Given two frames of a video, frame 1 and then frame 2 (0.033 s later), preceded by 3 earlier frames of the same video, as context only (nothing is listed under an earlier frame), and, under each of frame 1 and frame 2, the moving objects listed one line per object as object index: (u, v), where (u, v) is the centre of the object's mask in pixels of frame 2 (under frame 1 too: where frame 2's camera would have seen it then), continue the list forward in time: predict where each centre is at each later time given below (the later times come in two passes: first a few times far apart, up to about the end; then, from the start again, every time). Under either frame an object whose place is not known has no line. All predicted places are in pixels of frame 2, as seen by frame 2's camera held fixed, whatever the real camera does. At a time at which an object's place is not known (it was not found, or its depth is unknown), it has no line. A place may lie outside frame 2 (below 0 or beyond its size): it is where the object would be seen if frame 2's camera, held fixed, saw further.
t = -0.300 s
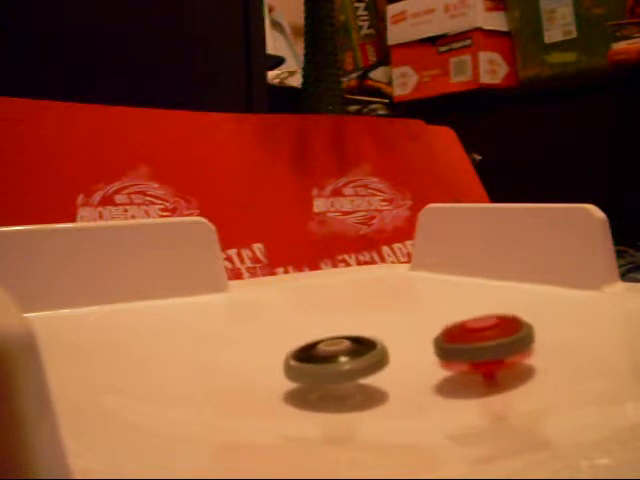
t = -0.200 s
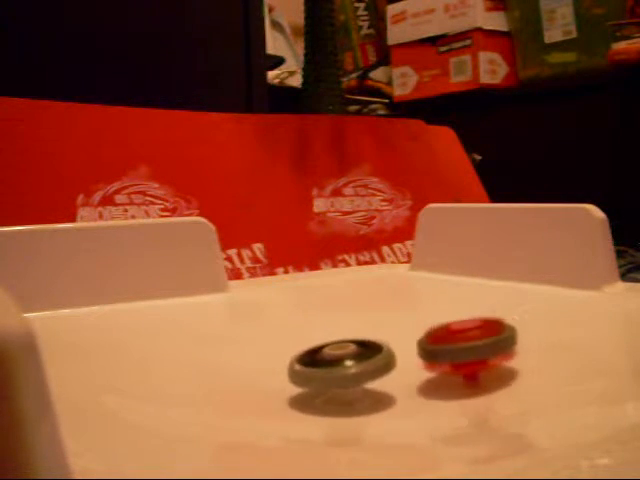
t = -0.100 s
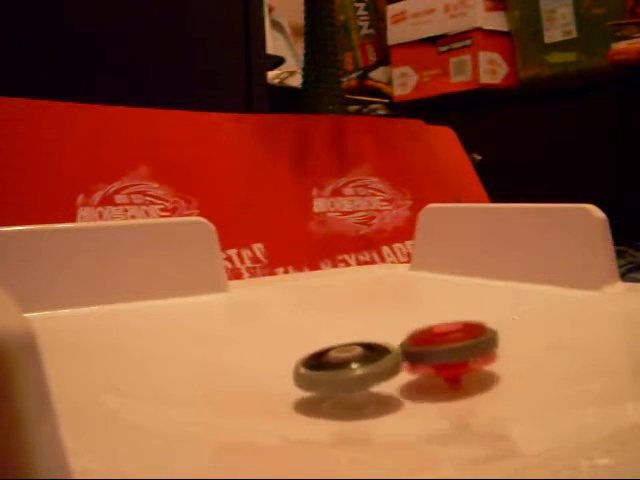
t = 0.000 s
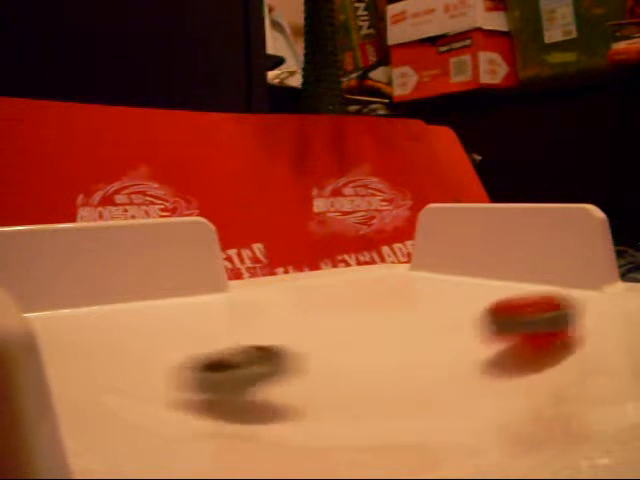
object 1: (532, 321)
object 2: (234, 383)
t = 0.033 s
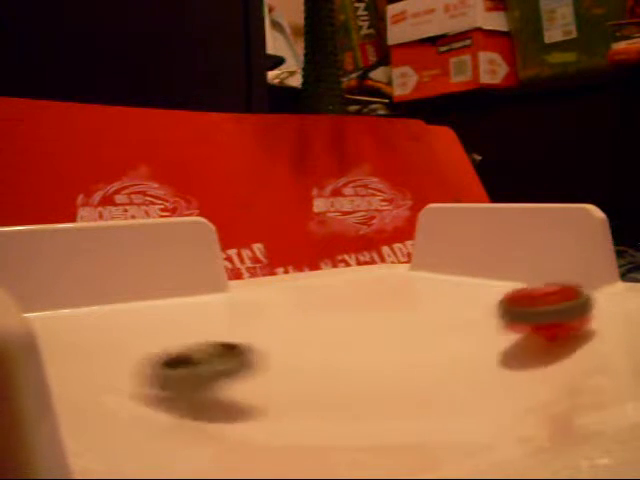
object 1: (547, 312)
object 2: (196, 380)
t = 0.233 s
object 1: (469, 321)
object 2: (155, 382)
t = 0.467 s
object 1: (357, 344)
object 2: (413, 393)
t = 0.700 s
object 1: (304, 362)
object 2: (458, 379)
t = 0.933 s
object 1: (269, 371)
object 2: (448, 375)
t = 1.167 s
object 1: (260, 378)
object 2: (424, 374)
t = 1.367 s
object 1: (273, 381)
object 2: (401, 375)
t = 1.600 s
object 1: (285, 382)
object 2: (389, 371)
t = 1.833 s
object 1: (311, 381)
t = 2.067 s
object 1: (324, 384)
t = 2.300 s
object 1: (359, 377)
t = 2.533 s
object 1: (395, 373)
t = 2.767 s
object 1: (454, 373)
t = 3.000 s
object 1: (485, 365)
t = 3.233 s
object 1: (478, 361)
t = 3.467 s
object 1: (443, 363)
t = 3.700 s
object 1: (463, 360)
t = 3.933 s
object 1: (432, 359)
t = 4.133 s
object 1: (400, 356)
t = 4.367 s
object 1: (374, 346)
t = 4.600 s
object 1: (341, 341)
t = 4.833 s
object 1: (324, 343)
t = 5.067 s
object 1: (319, 345)
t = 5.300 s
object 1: (314, 343)
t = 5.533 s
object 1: (319, 349)
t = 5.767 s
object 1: (324, 358)
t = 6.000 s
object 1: (294, 349)
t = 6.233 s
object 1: (282, 358)
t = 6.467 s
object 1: (283, 366)
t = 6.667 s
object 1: (294, 375)
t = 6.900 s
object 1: (314, 380)
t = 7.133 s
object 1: (341, 383)
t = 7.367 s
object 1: (364, 382)
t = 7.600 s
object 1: (384, 377)
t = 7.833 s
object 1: (415, 383)
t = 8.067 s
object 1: (429, 379)
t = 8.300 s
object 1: (425, 374)
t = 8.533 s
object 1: (419, 367)
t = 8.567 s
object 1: (418, 366)
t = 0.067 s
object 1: (551, 305)
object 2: (167, 376)
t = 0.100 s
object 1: (545, 303)
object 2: (145, 373)
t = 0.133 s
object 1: (533, 306)
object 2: (132, 372)
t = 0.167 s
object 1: (513, 311)
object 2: (129, 373)
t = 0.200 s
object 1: (491, 316)
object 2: (136, 376)
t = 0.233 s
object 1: (469, 321)
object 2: (155, 382)
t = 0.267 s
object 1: (447, 325)
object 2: (186, 389)
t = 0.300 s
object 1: (427, 329)
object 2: (225, 396)
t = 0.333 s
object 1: (408, 335)
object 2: (270, 399)
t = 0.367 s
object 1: (392, 340)
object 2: (314, 394)
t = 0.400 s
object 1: (378, 339)
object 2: (355, 390)
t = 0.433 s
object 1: (365, 341)
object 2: (385, 386)
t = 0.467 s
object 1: (357, 344)
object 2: (413, 393)
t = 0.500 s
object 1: (349, 351)
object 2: (433, 389)
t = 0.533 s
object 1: (342, 351)
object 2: (446, 385)
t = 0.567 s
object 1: (334, 354)
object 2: (452, 383)
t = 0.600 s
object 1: (327, 356)
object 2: (456, 381)
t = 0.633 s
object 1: (319, 359)
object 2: (457, 380)
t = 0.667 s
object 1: (311, 360)
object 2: (458, 379)
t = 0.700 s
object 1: (304, 362)
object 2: (458, 379)
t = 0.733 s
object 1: (297, 364)
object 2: (458, 378)
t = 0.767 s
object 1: (291, 364)
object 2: (457, 377)
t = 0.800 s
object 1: (285, 367)
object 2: (456, 377)
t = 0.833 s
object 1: (280, 368)
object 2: (455, 376)
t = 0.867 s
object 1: (276, 369)
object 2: (453, 376)
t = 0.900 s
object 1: (272, 370)
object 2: (451, 375)
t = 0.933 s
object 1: (269, 371)
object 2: (448, 375)
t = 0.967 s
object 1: (266, 372)
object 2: (445, 374)
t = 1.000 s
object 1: (263, 373)
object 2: (442, 374)
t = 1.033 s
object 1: (261, 375)
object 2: (439, 374)
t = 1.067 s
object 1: (260, 376)
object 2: (435, 374)
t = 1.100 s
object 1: (260, 376)
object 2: (432, 374)
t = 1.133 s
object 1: (259, 377)
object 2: (428, 374)
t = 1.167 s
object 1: (260, 378)
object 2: (424, 374)
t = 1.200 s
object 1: (260, 378)
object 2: (420, 374)
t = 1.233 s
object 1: (261, 379)
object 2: (416, 374)
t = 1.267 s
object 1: (263, 380)
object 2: (412, 374)
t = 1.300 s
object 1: (266, 380)
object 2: (408, 374)
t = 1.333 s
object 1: (269, 381)
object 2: (405, 374)
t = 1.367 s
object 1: (273, 381)
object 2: (401, 375)
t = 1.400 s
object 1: (276, 381)
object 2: (397, 375)
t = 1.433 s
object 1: (281, 381)
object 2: (393, 375)
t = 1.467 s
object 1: (285, 381)
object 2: (390, 375)
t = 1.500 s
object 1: (290, 381)
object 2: (388, 375)
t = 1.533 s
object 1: (295, 381)
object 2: (388, 374)
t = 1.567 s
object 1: (291, 382)
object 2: (387, 373)
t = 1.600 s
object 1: (285, 382)
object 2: (389, 371)
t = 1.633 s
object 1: (285, 382)
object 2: (389, 370)
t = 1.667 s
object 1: (288, 382)
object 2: (387, 369)
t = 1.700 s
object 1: (292, 382)
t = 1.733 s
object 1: (297, 382)
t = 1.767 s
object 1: (301, 381)
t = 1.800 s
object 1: (306, 382)
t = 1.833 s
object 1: (311, 381)
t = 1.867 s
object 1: (311, 382)
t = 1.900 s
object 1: (305, 383)
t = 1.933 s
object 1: (305, 384)
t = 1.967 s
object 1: (309, 384)
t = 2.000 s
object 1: (313, 384)
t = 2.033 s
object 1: (319, 384)
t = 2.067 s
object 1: (324, 384)
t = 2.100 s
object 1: (329, 383)
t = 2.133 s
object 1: (334, 383)
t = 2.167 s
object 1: (340, 383)
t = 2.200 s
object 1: (345, 381)
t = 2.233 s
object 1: (350, 379)
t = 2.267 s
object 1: (354, 378)
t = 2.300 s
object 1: (359, 377)
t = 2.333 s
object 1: (366, 377)
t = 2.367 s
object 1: (371, 377)
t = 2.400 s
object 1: (375, 377)
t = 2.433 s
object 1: (381, 375)
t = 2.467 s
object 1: (386, 375)
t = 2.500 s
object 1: (390, 374)
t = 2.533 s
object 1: (395, 373)
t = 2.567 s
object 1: (398, 373)
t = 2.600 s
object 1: (402, 372)
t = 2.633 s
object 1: (404, 371)
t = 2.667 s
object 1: (408, 371)
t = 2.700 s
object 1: (427, 372)
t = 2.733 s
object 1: (443, 373)
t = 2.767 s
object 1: (454, 373)
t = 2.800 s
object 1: (462, 372)
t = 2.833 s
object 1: (468, 371)
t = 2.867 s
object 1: (473, 368)
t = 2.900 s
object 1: (477, 367)
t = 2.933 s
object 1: (480, 367)
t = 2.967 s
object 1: (483, 366)
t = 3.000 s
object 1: (485, 365)
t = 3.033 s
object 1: (486, 364)
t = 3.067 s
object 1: (487, 363)
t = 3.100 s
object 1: (486, 362)
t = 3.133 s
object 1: (486, 362)
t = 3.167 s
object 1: (484, 362)
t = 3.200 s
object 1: (481, 362)
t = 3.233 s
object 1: (478, 361)
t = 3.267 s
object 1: (473, 361)
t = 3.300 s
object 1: (469, 362)
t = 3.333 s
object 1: (465, 362)
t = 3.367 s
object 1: (460, 362)
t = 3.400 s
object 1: (455, 363)
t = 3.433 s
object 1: (449, 362)
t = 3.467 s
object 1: (443, 363)
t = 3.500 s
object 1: (437, 363)
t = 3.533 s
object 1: (431, 363)
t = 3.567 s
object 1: (432, 363)
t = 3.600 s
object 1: (450, 363)
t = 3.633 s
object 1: (461, 361)
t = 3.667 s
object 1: (465, 361)
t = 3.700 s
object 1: (463, 360)
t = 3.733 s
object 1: (460, 360)
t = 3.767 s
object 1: (456, 360)
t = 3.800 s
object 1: (452, 360)
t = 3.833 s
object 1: (447, 359)
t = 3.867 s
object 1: (442, 359)
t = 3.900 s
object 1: (437, 359)
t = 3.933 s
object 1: (432, 359)
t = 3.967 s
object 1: (426, 358)
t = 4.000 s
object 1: (421, 359)
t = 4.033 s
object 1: (416, 359)
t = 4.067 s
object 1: (410, 358)
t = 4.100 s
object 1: (405, 358)
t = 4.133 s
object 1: (400, 356)
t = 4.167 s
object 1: (396, 356)
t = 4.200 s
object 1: (393, 356)
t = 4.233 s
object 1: (389, 353)
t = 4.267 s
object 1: (386, 354)
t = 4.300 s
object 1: (382, 352)
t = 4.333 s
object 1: (379, 351)
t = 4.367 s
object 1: (374, 346)
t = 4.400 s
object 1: (369, 346)
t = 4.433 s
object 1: (364, 344)
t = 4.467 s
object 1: (358, 343)
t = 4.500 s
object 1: (354, 342)
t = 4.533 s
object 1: (349, 341)
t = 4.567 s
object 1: (345, 341)
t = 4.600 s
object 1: (341, 341)
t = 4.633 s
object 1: (338, 341)
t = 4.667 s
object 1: (335, 341)
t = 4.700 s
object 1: (332, 342)
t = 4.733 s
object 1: (330, 342)
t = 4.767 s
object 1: (327, 342)
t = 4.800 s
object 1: (326, 343)
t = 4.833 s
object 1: (324, 343)
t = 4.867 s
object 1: (323, 344)
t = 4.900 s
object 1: (322, 345)
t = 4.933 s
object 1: (321, 345)
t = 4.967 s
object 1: (321, 346)
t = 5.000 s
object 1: (320, 346)
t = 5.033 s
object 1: (320, 346)
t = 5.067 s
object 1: (319, 345)
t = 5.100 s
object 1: (319, 342)
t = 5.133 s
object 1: (319, 342)
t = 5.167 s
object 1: (318, 342)
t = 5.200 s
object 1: (317, 342)
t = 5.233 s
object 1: (316, 342)
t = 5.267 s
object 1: (315, 343)
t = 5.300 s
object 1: (314, 343)
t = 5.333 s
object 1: (315, 345)
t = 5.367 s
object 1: (315, 345)
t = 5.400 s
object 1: (316, 346)
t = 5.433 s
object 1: (316, 347)
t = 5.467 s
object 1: (317, 348)
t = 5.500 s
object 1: (318, 349)
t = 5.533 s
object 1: (319, 349)
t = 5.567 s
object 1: (320, 350)
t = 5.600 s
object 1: (321, 352)
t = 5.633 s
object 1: (322, 353)
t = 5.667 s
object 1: (323, 354)
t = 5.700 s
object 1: (324, 356)
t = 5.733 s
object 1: (325, 357)
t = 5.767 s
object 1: (324, 358)
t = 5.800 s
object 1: (323, 358)
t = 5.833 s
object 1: (314, 354)
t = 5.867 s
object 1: (306, 350)
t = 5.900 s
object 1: (302, 348)
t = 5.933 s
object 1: (299, 348)
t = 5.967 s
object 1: (297, 348)
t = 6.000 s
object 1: (294, 349)
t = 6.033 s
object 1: (292, 350)
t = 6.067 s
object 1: (290, 351)
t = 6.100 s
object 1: (287, 353)
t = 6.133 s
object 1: (286, 354)
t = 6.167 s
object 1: (284, 355)
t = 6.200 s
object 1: (283, 356)
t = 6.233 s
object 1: (282, 358)
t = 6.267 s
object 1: (282, 359)
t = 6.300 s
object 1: (281, 361)
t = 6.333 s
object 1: (281, 362)
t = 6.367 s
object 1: (281, 363)
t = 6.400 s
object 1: (281, 365)
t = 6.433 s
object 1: (282, 366)
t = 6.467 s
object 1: (283, 366)
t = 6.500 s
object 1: (284, 369)
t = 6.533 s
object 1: (286, 369)
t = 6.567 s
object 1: (288, 370)
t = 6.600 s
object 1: (290, 372)
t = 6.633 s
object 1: (292, 372)
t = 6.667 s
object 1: (294, 375)
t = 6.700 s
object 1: (297, 375)
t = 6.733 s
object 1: (299, 377)
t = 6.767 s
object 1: (302, 378)
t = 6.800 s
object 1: (305, 379)
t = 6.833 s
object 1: (307, 379)
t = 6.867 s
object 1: (310, 380)
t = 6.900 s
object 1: (314, 380)
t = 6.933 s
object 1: (318, 381)
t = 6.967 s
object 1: (322, 382)
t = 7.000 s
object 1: (325, 382)
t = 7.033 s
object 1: (329, 383)
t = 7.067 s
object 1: (334, 383)
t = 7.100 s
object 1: (337, 383)
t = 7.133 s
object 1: (341, 383)
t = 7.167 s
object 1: (344, 383)
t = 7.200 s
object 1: (346, 382)
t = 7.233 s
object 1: (351, 382)
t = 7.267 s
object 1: (354, 382)
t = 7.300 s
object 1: (358, 382)
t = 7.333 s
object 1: (361, 382)
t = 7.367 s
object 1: (364, 382)
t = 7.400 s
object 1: (367, 381)
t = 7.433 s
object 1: (369, 381)
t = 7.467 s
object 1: (374, 380)
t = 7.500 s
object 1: (376, 379)
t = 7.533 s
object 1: (380, 378)
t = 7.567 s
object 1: (382, 379)
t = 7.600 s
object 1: (384, 377)
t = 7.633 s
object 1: (390, 379)
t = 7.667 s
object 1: (396, 382)
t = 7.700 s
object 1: (401, 384)
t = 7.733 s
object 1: (404, 384)
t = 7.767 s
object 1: (407, 384)
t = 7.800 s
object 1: (412, 383)
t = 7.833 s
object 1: (415, 383)
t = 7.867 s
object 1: (419, 382)
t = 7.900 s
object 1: (422, 382)
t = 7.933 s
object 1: (424, 381)
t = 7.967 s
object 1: (426, 381)
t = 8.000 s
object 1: (427, 381)
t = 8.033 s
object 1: (428, 380)
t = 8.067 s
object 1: (429, 379)
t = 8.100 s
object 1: (429, 377)
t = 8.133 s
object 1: (429, 378)
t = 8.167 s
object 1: (429, 376)
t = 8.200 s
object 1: (428, 376)
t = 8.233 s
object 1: (427, 375)
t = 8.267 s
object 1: (426, 375)
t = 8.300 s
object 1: (425, 374)
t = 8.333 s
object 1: (424, 373)
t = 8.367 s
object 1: (422, 372)
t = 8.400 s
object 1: (420, 370)
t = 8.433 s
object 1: (418, 370)
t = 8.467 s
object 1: (416, 368)
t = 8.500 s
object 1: (417, 368)
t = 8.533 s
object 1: (419, 367)
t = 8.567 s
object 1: (418, 366)
